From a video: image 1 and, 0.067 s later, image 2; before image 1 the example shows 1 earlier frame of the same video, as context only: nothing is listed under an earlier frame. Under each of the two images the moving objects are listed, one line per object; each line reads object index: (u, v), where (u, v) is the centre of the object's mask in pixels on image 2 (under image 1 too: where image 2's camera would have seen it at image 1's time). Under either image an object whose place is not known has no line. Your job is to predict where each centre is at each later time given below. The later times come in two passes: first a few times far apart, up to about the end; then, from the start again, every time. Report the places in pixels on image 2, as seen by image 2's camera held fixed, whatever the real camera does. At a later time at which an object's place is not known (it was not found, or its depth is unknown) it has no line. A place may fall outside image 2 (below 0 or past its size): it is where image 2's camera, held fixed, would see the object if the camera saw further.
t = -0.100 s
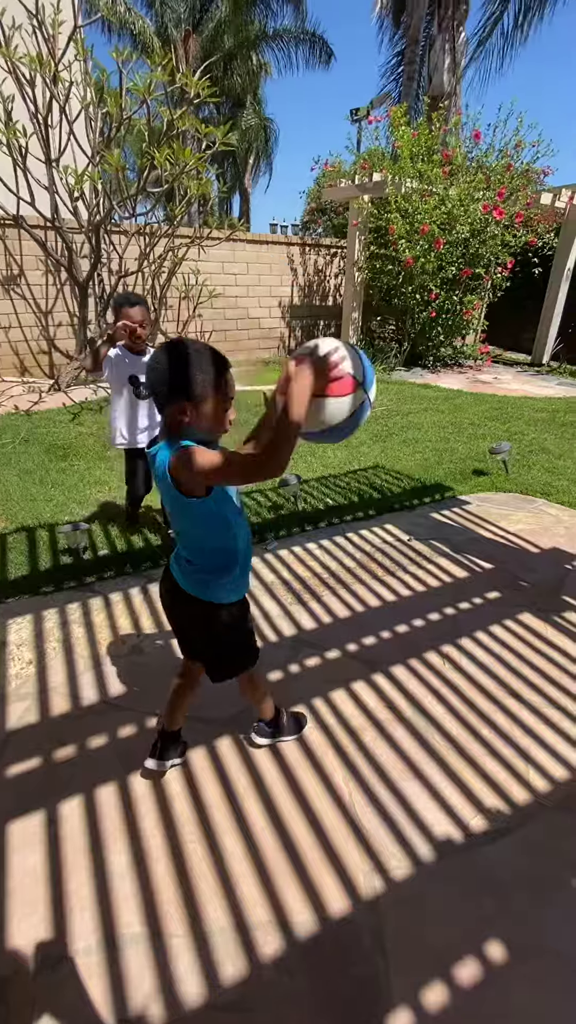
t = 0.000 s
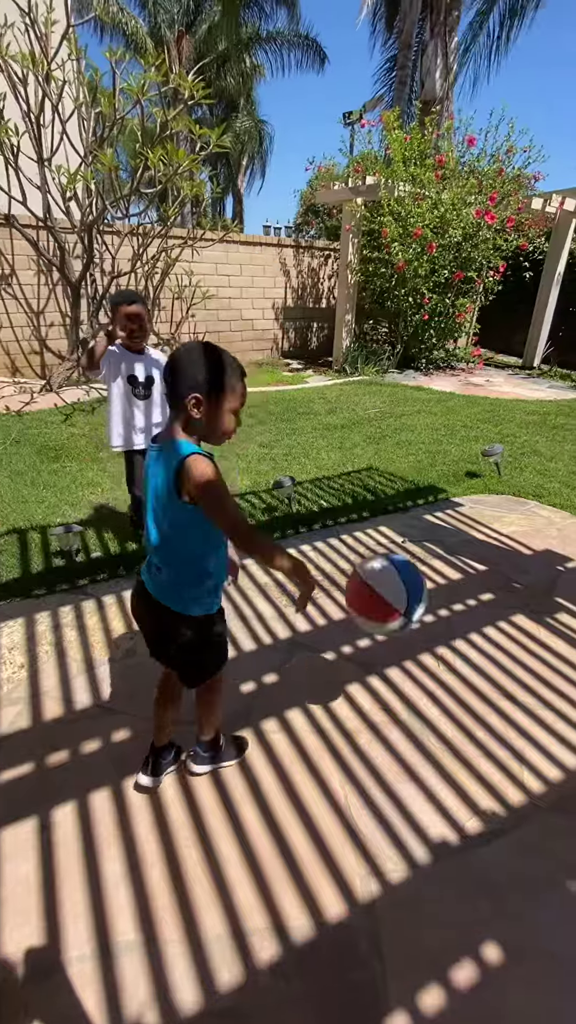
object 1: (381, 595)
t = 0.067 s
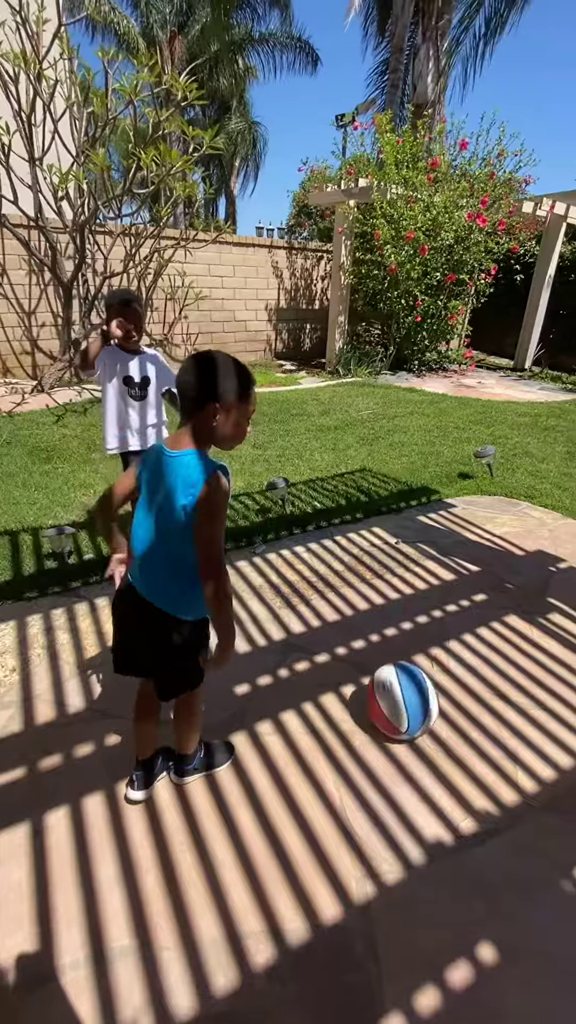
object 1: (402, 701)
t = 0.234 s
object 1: (496, 505)
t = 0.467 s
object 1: (642, 276)
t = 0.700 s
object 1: (736, 269)
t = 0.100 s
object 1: (419, 664)
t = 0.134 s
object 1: (436, 626)
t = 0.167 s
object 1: (455, 586)
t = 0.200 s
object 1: (475, 546)
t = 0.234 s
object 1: (496, 505)
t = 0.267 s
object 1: (517, 467)
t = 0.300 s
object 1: (538, 428)
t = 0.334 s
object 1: (560, 392)
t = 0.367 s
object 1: (582, 358)
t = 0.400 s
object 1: (603, 327)
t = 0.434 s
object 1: (624, 299)
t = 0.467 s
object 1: (642, 276)
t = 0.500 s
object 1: (661, 259)
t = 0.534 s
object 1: (678, 246)
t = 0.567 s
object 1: (695, 239)
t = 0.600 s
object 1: (709, 238)
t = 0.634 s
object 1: (720, 242)
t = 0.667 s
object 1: (729, 253)
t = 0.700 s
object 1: (736, 269)
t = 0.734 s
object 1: (740, 290)
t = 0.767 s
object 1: (742, 315)
